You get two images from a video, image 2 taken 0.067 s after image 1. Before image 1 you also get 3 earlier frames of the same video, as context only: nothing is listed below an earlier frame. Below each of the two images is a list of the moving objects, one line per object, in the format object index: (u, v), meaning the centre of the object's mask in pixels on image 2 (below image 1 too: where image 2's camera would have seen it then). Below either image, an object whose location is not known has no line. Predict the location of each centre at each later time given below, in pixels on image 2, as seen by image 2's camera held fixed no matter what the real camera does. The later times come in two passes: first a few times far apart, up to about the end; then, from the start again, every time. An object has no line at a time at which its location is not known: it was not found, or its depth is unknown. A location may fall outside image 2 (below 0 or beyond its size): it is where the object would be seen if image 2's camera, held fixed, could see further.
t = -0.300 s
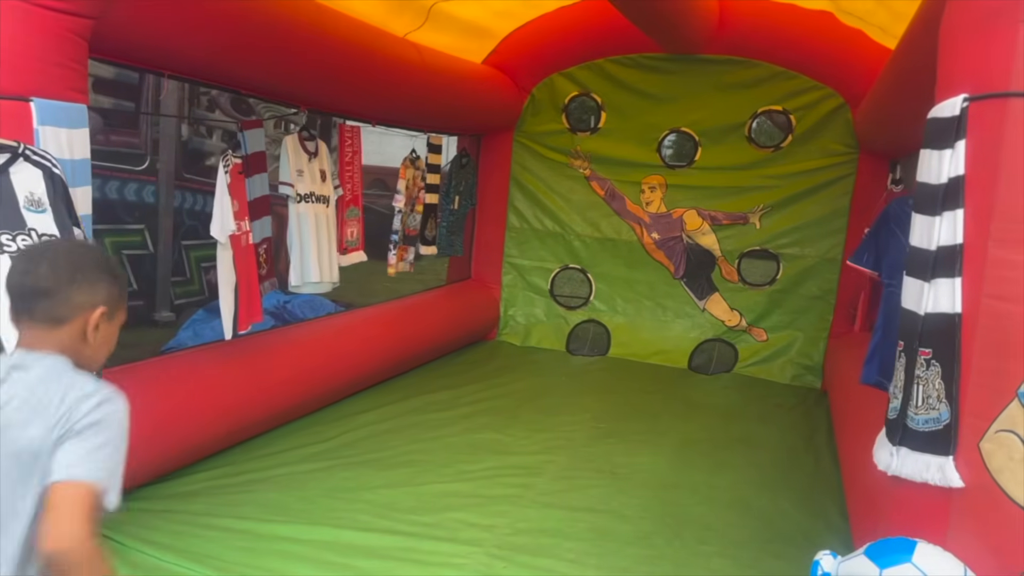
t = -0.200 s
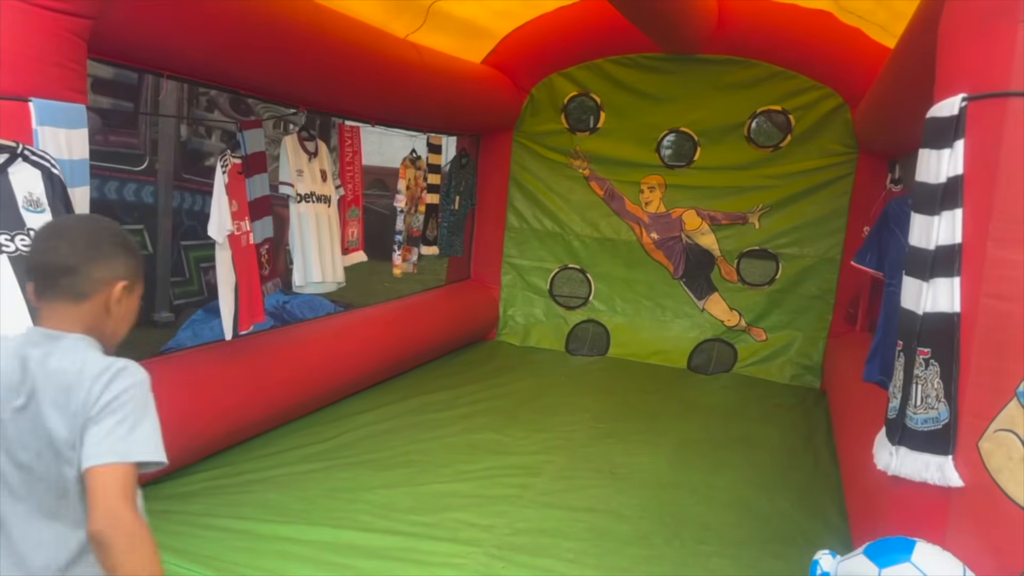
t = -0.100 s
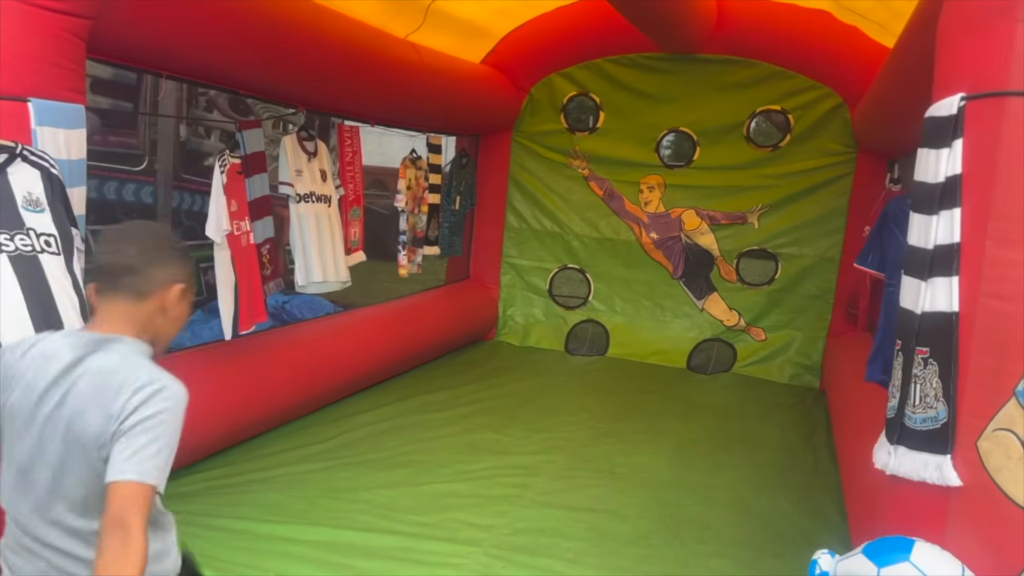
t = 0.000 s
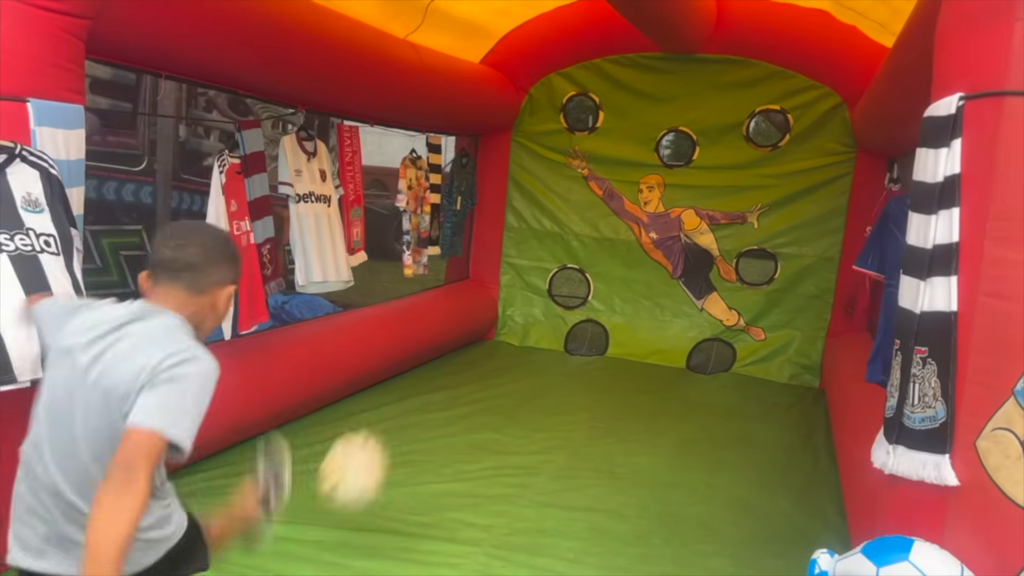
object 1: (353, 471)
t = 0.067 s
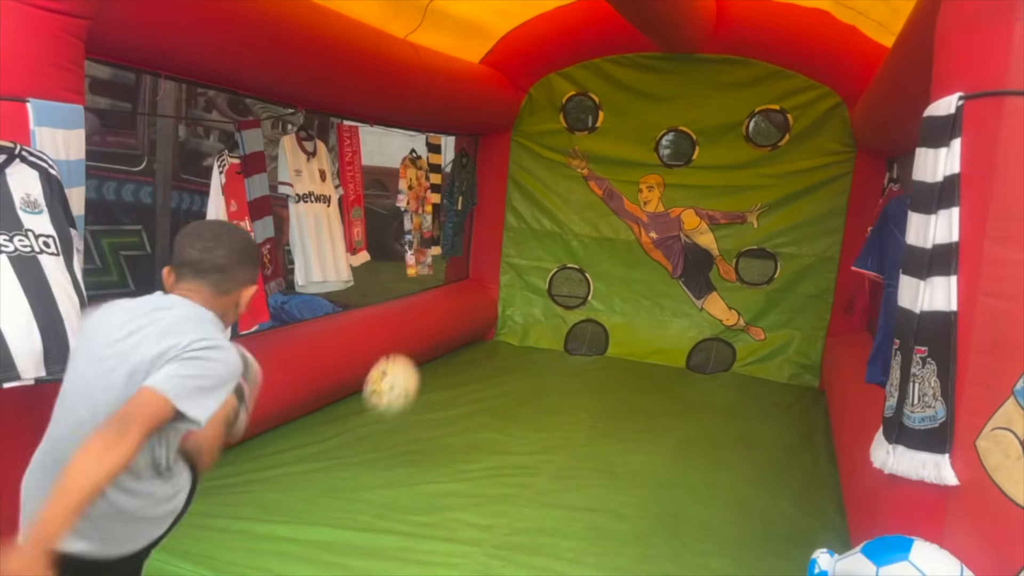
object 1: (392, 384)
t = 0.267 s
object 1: (446, 285)
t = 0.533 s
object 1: (525, 281)
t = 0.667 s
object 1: (580, 324)
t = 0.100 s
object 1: (405, 356)
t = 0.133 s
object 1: (417, 335)
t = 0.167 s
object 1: (426, 318)
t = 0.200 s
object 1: (434, 305)
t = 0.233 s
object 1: (440, 294)
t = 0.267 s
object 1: (446, 285)
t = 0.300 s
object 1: (451, 279)
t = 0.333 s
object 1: (457, 276)
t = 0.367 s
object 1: (460, 274)
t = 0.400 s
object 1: (474, 269)
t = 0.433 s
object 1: (485, 268)
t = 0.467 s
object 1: (499, 271)
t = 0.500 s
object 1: (512, 275)
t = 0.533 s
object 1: (525, 281)
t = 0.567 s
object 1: (536, 289)
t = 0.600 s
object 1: (551, 297)
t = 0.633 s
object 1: (564, 309)
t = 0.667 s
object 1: (580, 324)
